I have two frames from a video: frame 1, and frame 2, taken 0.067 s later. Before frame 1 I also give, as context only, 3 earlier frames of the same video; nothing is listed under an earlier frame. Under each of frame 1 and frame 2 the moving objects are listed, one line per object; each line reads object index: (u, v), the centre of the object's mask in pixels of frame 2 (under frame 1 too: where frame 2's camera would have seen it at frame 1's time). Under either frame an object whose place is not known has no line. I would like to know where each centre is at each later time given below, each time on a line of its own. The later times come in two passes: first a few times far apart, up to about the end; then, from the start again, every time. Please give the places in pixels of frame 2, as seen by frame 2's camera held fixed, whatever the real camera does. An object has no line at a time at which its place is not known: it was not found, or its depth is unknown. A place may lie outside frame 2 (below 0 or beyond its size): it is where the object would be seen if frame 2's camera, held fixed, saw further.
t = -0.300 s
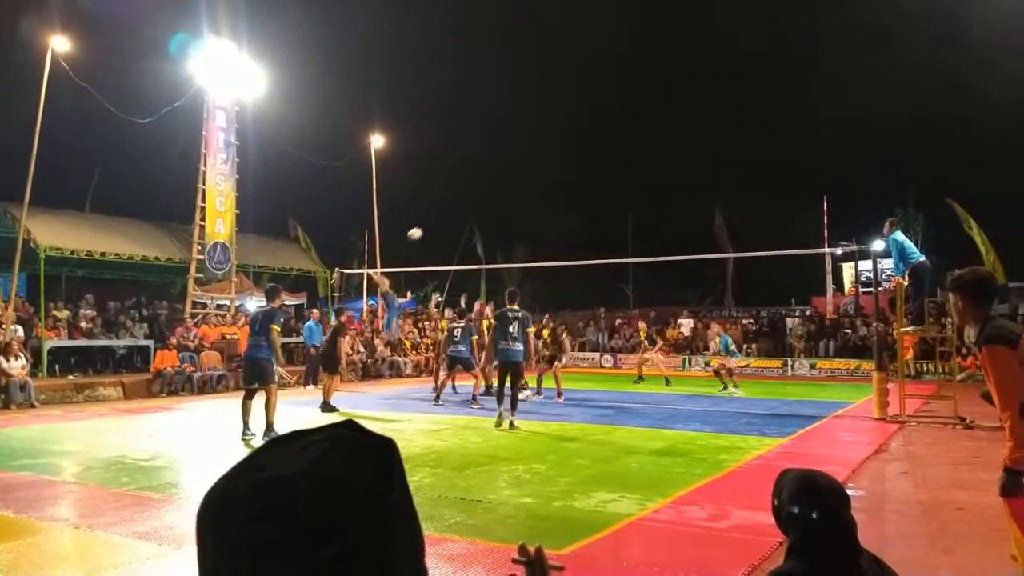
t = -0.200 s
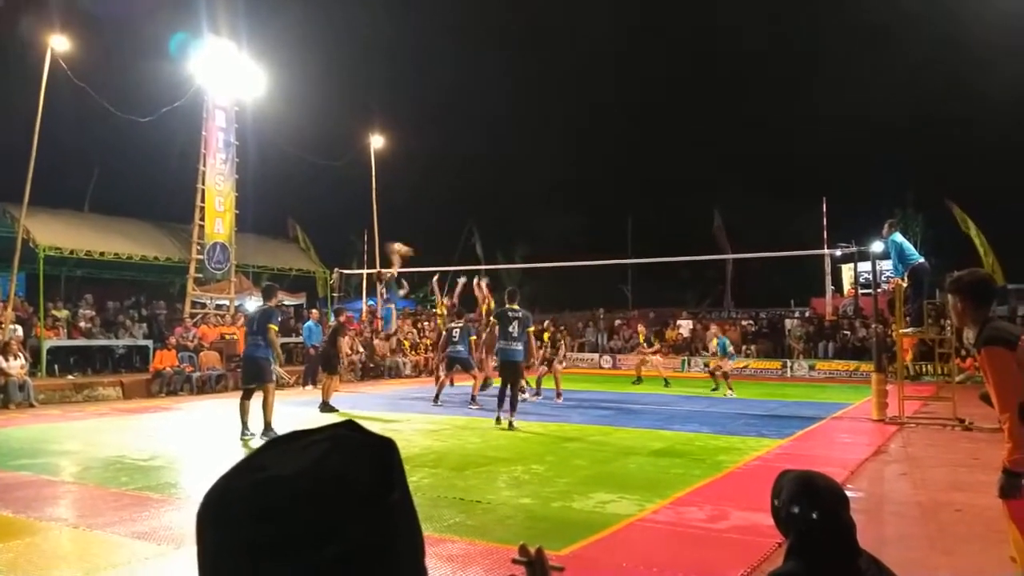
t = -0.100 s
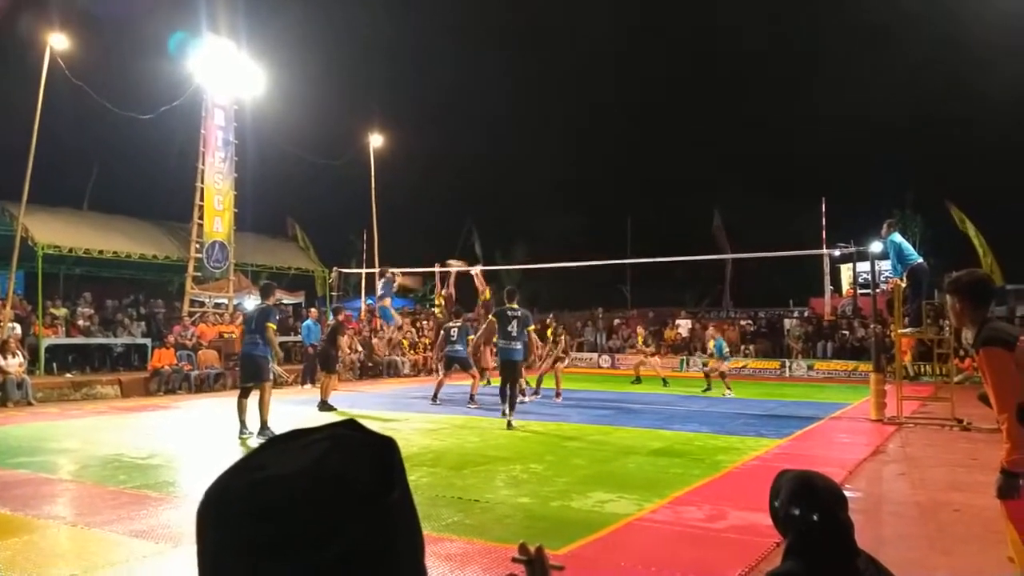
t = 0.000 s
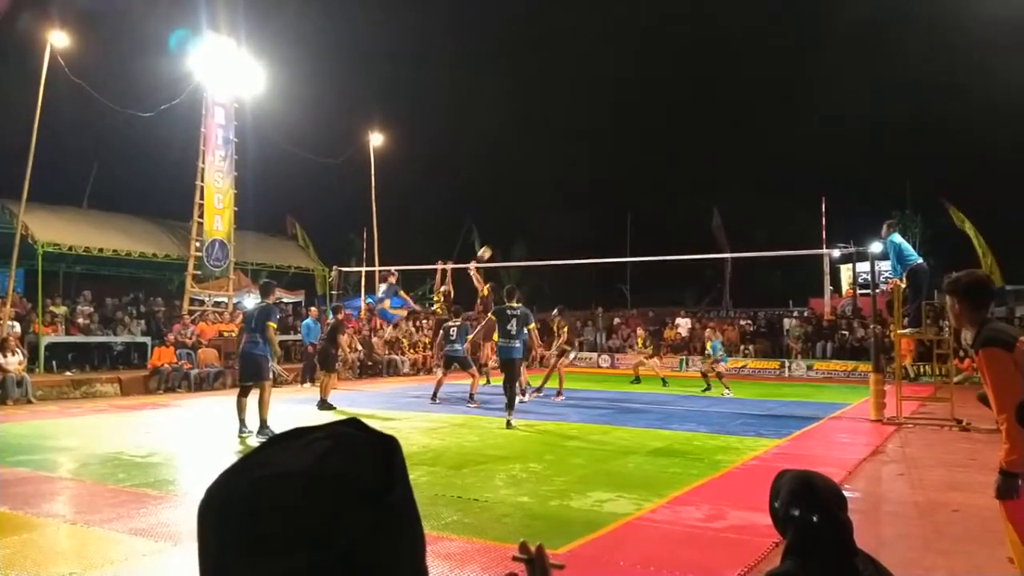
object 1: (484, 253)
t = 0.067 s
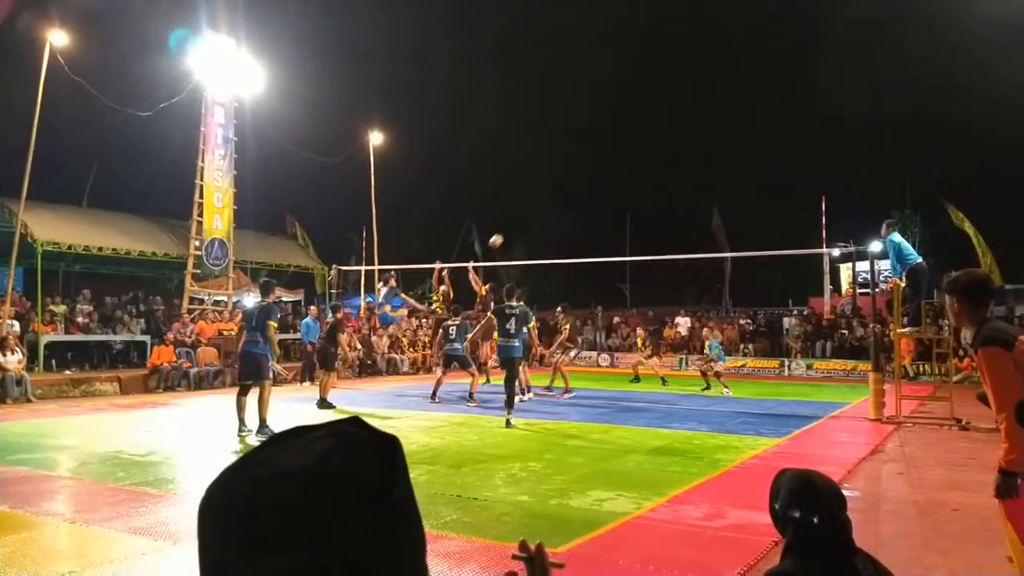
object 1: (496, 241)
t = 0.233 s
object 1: (526, 221)
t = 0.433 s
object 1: (561, 216)
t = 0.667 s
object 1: (600, 234)
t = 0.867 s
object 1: (631, 269)
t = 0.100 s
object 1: (502, 236)
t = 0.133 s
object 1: (508, 231)
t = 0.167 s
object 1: (514, 227)
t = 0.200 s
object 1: (520, 224)
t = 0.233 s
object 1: (526, 221)
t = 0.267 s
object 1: (532, 219)
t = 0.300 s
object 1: (538, 217)
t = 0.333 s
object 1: (543, 216)
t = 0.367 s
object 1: (549, 215)
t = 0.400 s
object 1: (555, 215)
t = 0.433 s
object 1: (561, 216)
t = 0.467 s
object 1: (567, 217)
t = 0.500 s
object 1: (572, 218)
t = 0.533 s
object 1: (578, 220)
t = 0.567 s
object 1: (583, 223)
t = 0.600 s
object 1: (588, 226)
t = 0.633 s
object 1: (594, 229)
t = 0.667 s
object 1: (600, 234)
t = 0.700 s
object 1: (605, 238)
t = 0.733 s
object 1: (610, 243)
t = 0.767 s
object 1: (616, 248)
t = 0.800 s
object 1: (621, 254)
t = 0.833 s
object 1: (626, 262)
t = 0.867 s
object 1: (631, 269)
